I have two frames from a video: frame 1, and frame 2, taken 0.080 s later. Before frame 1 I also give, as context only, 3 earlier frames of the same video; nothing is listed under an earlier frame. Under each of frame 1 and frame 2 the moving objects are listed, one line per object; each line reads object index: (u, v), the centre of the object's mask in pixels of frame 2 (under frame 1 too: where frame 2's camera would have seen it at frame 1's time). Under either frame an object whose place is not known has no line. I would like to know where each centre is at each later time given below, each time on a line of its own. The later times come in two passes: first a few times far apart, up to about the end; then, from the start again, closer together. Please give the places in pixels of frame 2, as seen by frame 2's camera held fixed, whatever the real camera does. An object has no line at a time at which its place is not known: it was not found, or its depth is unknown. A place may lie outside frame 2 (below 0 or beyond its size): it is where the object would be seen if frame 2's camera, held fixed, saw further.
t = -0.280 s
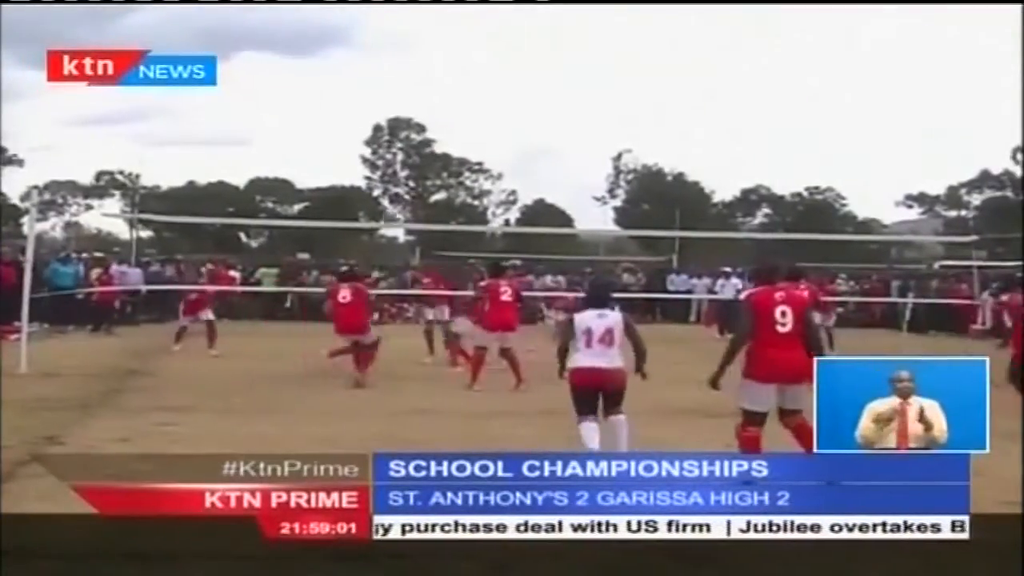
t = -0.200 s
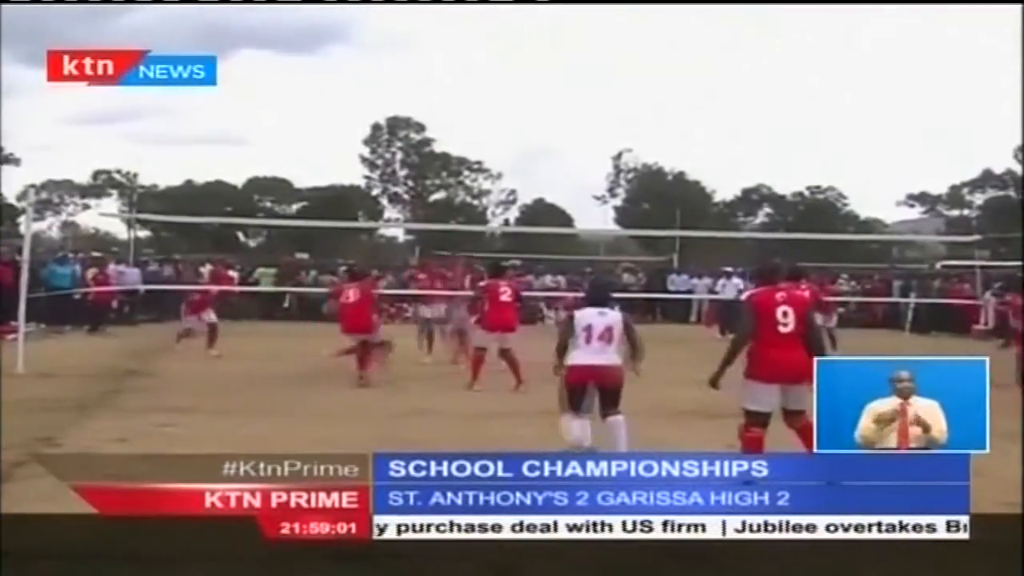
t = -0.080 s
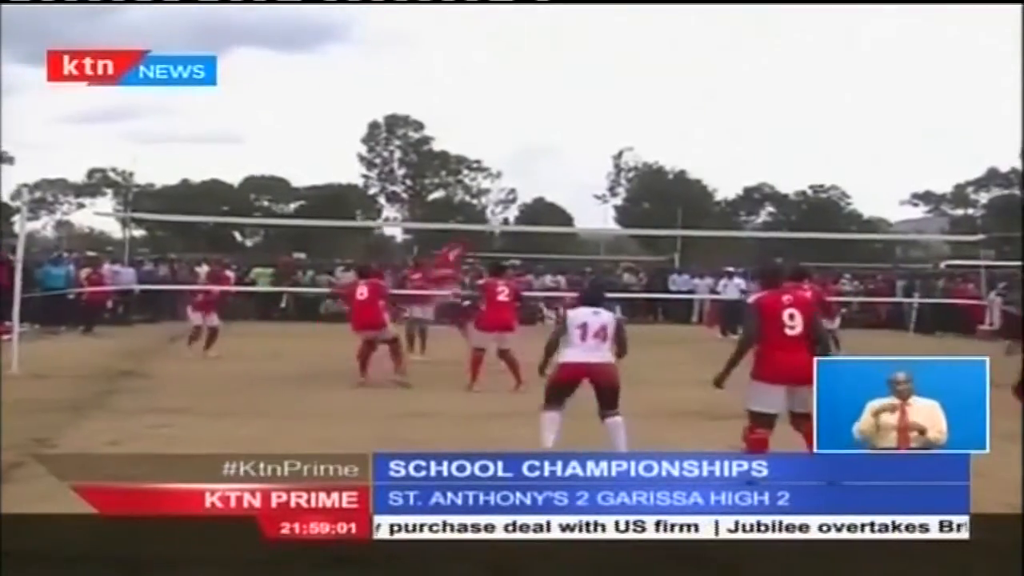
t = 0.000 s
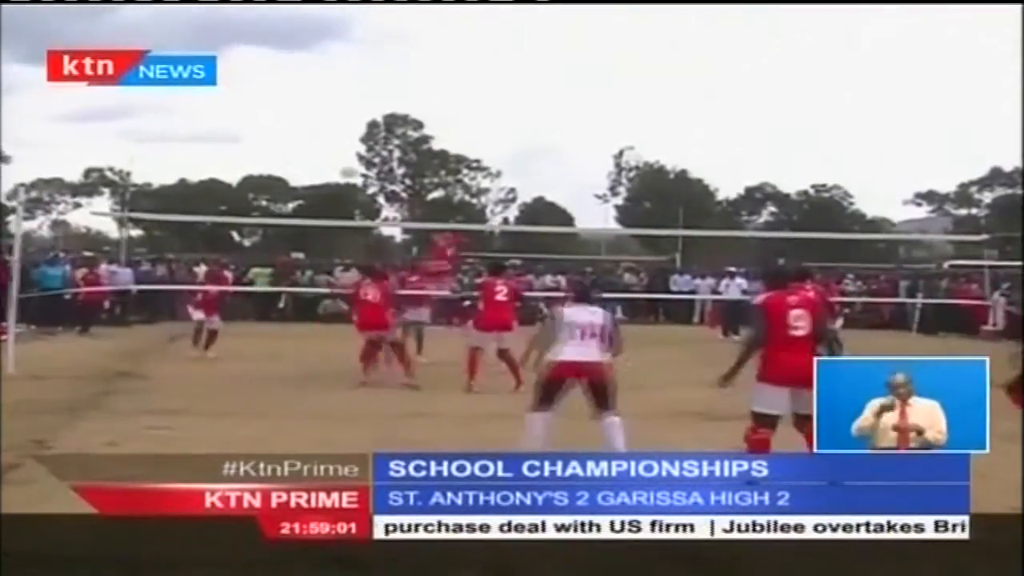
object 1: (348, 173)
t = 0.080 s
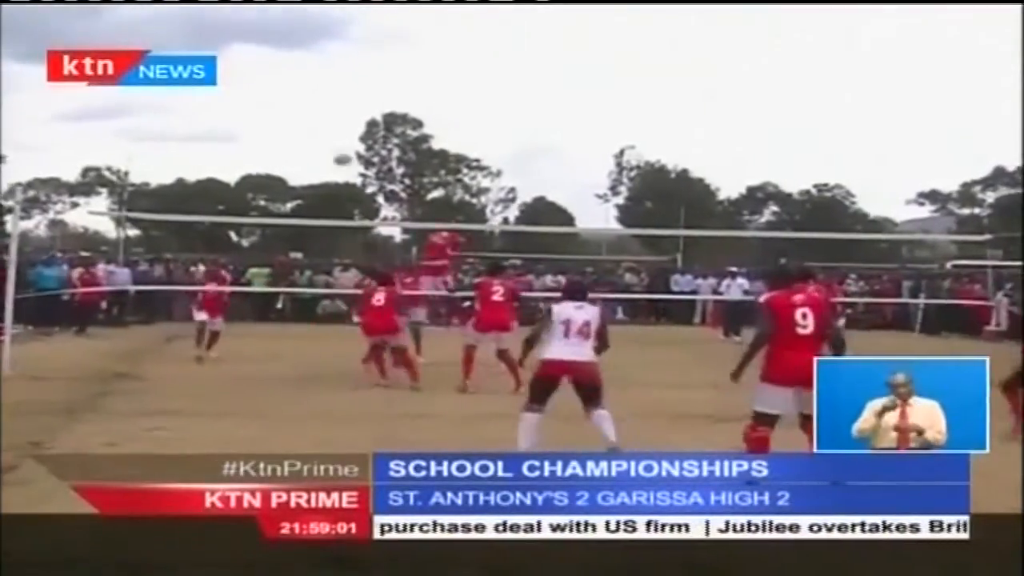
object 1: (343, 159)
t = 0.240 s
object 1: (321, 121)
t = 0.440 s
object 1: (294, 97)
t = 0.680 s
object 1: (260, 102)
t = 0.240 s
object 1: (321, 121)
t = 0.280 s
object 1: (316, 115)
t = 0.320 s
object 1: (310, 109)
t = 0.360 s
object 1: (305, 103)
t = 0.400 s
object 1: (300, 101)
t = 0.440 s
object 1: (294, 97)
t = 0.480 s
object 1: (288, 95)
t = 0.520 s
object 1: (282, 95)
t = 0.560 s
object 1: (277, 95)
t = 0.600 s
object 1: (271, 97)
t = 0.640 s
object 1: (265, 100)
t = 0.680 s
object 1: (260, 102)
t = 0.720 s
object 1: (254, 107)
